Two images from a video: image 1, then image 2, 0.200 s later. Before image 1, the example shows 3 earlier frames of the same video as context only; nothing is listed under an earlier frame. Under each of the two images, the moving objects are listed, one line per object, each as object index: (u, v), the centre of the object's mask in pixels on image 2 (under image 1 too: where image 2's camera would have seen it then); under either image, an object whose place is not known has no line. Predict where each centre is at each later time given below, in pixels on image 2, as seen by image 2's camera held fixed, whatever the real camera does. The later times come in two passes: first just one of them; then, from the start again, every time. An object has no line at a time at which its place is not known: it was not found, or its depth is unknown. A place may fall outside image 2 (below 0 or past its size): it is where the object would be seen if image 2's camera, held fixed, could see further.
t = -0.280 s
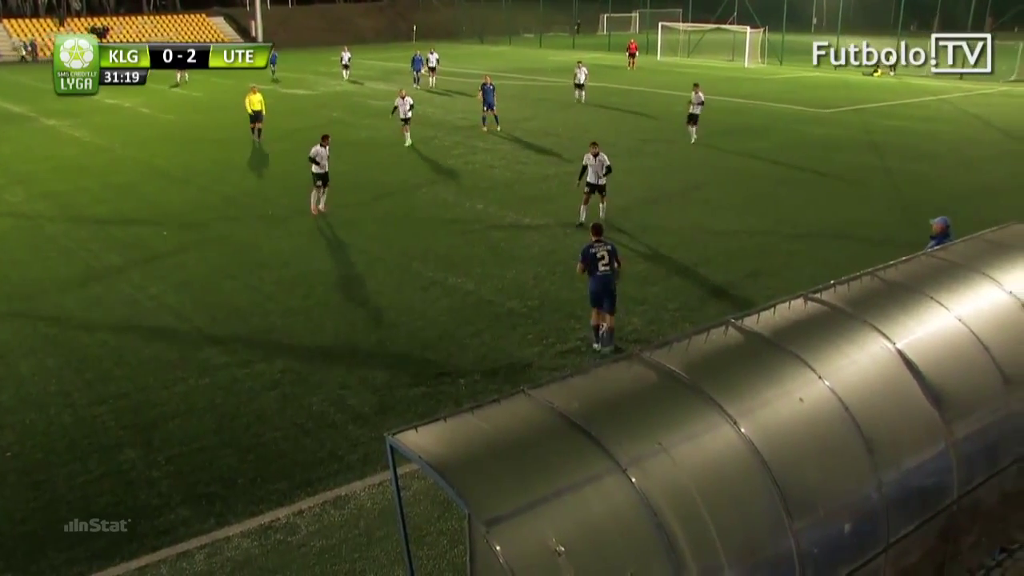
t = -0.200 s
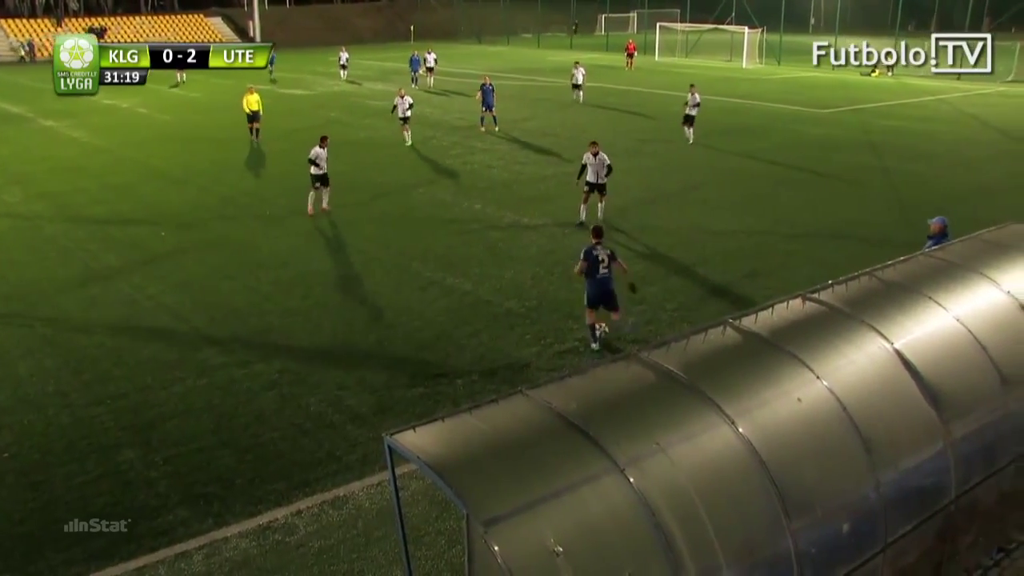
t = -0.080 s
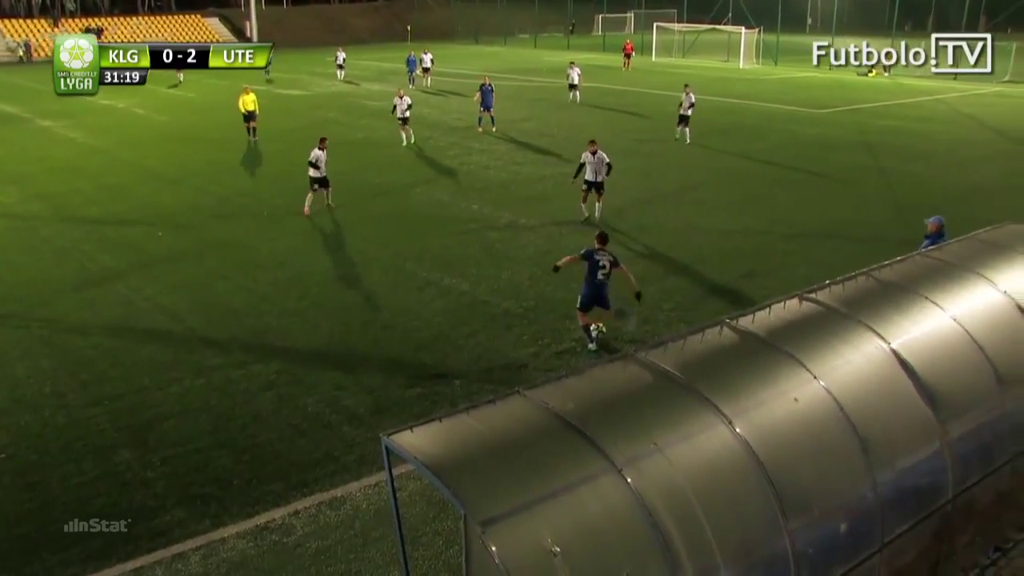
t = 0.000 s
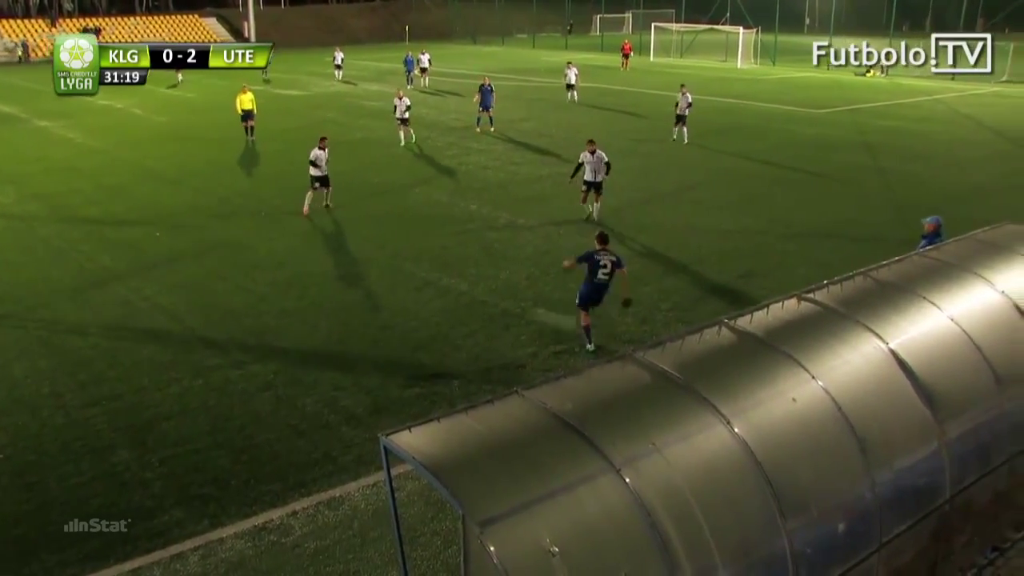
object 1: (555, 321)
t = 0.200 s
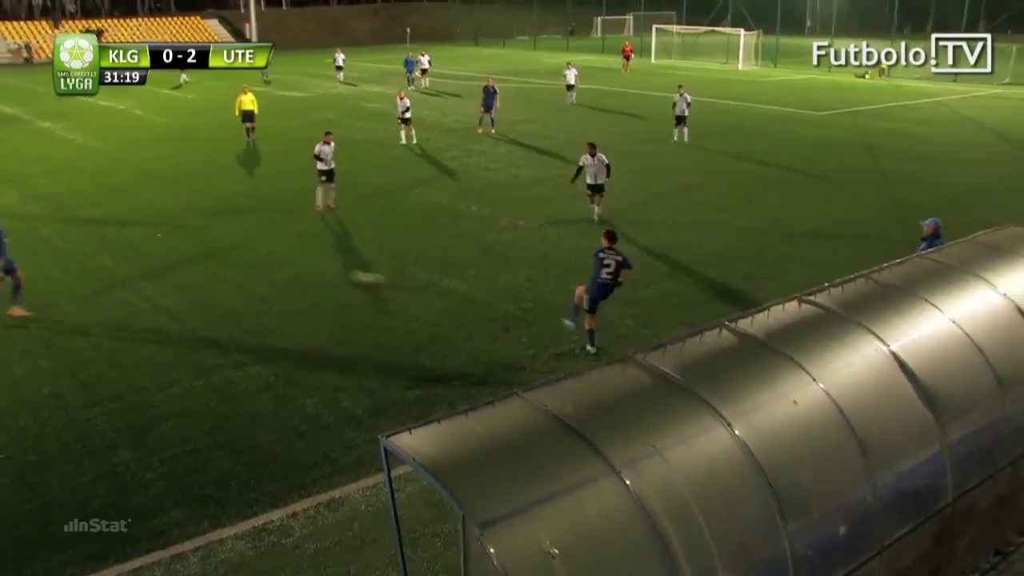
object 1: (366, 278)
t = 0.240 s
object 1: (339, 271)
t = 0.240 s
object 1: (339, 271)
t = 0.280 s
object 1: (313, 262)
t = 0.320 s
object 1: (289, 255)
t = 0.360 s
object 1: (267, 251)
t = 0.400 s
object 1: (247, 249)
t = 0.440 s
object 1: (226, 247)
